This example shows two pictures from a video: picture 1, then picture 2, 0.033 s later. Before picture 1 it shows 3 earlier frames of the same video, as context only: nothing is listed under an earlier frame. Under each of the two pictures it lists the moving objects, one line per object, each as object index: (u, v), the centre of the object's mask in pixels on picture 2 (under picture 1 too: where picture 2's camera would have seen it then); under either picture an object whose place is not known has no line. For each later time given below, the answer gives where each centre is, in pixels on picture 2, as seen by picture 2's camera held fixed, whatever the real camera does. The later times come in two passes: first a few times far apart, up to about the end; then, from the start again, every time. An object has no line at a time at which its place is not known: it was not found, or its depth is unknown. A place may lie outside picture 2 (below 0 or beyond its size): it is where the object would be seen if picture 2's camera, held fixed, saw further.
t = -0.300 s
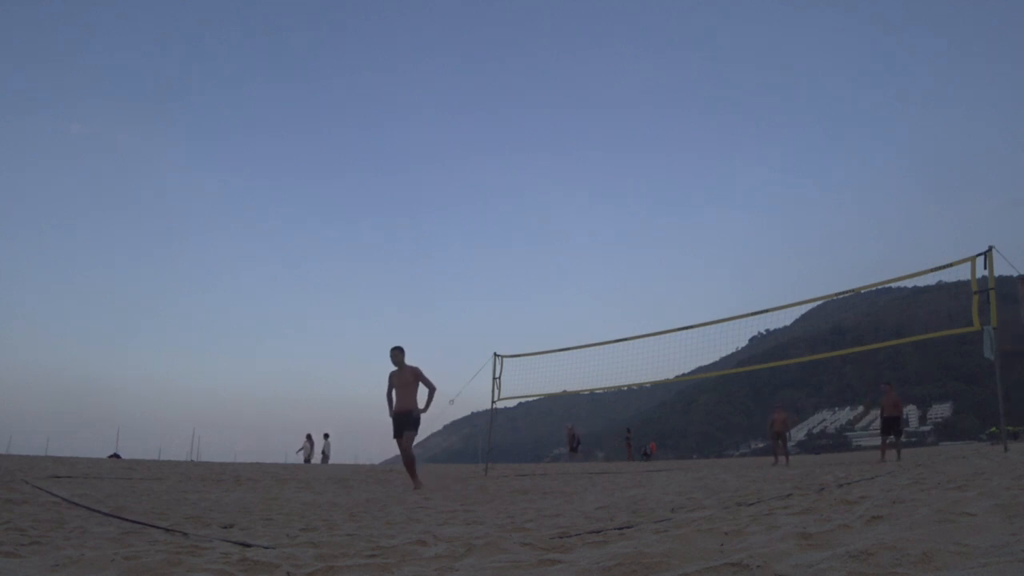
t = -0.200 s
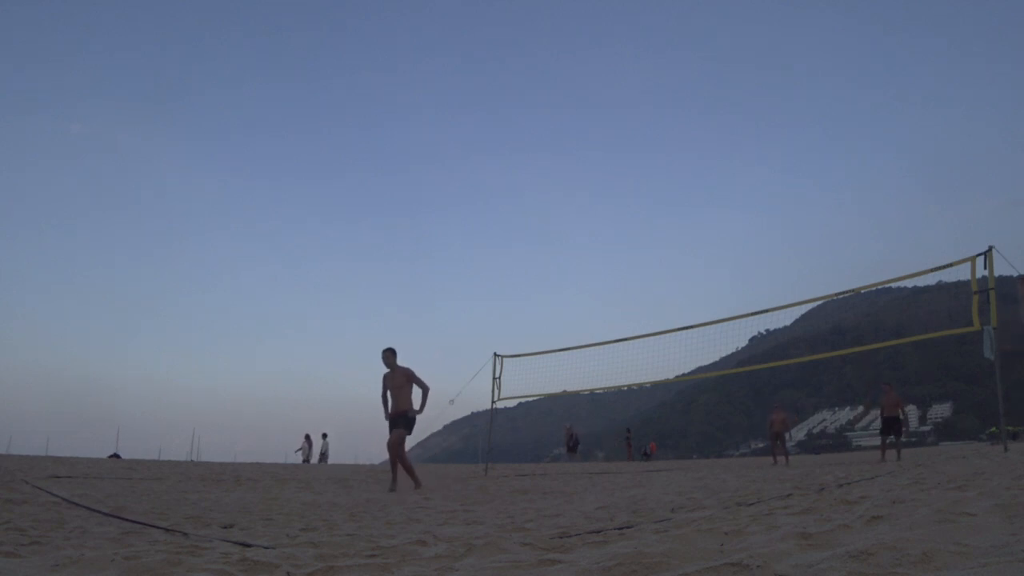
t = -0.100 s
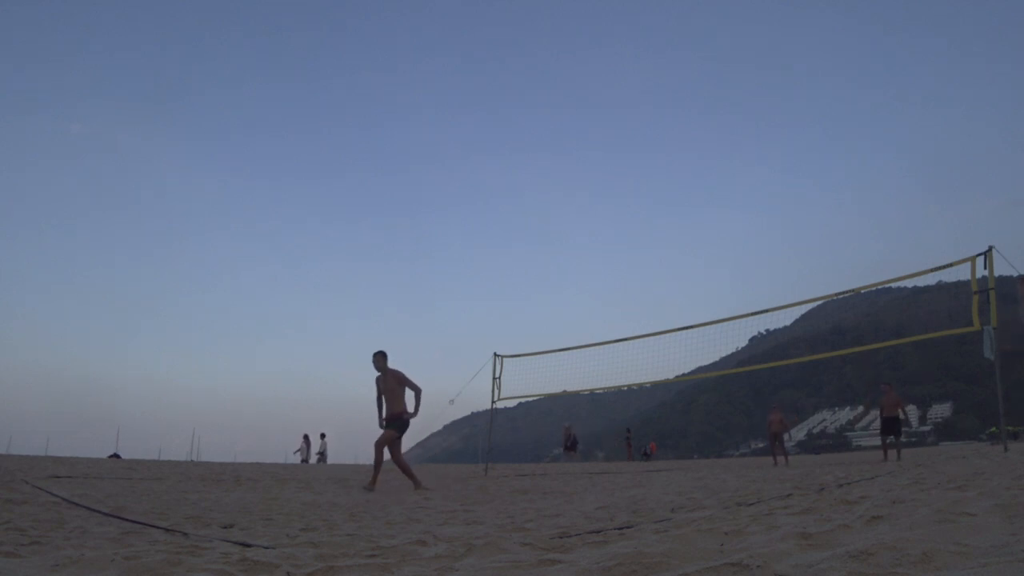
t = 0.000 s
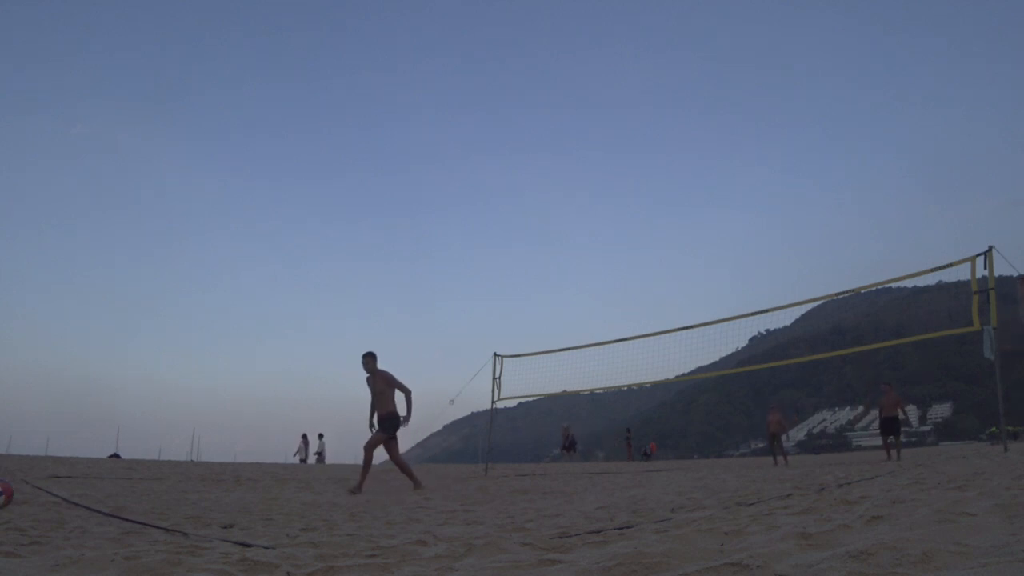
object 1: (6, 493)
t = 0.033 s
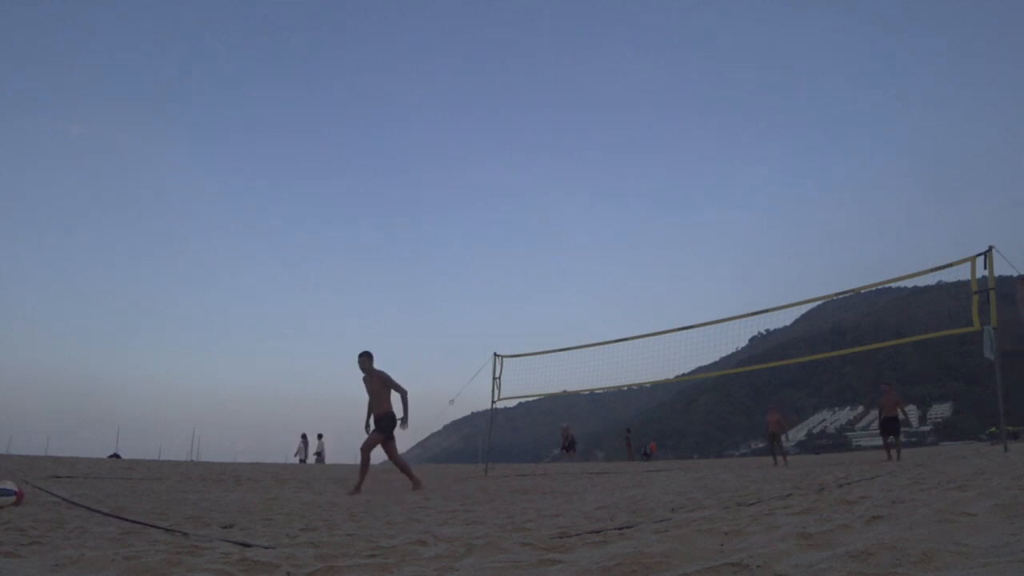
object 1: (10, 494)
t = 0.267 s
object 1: (64, 491)
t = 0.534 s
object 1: (107, 490)
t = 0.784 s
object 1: (140, 490)
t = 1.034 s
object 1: (168, 491)
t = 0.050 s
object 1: (13, 492)
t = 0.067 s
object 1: (16, 491)
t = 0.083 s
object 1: (21, 491)
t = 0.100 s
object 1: (26, 491)
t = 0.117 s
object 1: (30, 492)
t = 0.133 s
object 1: (35, 492)
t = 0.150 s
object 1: (38, 492)
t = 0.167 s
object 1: (43, 492)
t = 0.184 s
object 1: (47, 492)
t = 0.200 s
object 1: (49, 492)
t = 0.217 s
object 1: (52, 492)
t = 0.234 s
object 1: (56, 492)
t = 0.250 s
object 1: (60, 491)
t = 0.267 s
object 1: (64, 491)
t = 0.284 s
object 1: (67, 491)
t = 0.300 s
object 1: (70, 491)
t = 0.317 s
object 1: (73, 491)
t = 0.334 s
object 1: (76, 491)
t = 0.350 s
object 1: (78, 492)
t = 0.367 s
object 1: (81, 492)
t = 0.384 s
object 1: (84, 492)
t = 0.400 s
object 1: (87, 492)
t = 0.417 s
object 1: (90, 491)
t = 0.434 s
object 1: (93, 489)
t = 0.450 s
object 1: (95, 489)
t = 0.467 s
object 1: (98, 489)
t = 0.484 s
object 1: (100, 489)
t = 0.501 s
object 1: (103, 490)
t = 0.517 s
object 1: (104, 490)
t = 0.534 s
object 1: (107, 490)
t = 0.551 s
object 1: (109, 490)
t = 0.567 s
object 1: (111, 490)
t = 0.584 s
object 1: (114, 490)
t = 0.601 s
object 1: (116, 491)
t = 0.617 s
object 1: (118, 491)
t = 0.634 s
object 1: (121, 491)
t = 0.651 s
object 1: (123, 490)
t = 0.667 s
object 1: (125, 489)
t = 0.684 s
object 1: (127, 489)
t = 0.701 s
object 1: (130, 489)
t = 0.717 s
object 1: (131, 489)
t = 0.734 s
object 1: (134, 490)
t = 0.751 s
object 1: (136, 490)
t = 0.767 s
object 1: (138, 490)
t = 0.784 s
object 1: (140, 490)
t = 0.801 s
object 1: (143, 490)
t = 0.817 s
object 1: (144, 490)
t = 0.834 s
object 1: (146, 490)
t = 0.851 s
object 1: (148, 490)
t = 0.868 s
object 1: (150, 490)
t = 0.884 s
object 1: (151, 491)
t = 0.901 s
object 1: (153, 490)
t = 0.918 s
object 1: (155, 492)
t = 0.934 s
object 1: (157, 492)
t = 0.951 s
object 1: (158, 492)
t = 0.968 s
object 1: (161, 491)
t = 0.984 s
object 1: (163, 491)
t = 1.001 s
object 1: (164, 491)
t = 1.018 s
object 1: (166, 491)
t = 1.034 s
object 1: (168, 491)
